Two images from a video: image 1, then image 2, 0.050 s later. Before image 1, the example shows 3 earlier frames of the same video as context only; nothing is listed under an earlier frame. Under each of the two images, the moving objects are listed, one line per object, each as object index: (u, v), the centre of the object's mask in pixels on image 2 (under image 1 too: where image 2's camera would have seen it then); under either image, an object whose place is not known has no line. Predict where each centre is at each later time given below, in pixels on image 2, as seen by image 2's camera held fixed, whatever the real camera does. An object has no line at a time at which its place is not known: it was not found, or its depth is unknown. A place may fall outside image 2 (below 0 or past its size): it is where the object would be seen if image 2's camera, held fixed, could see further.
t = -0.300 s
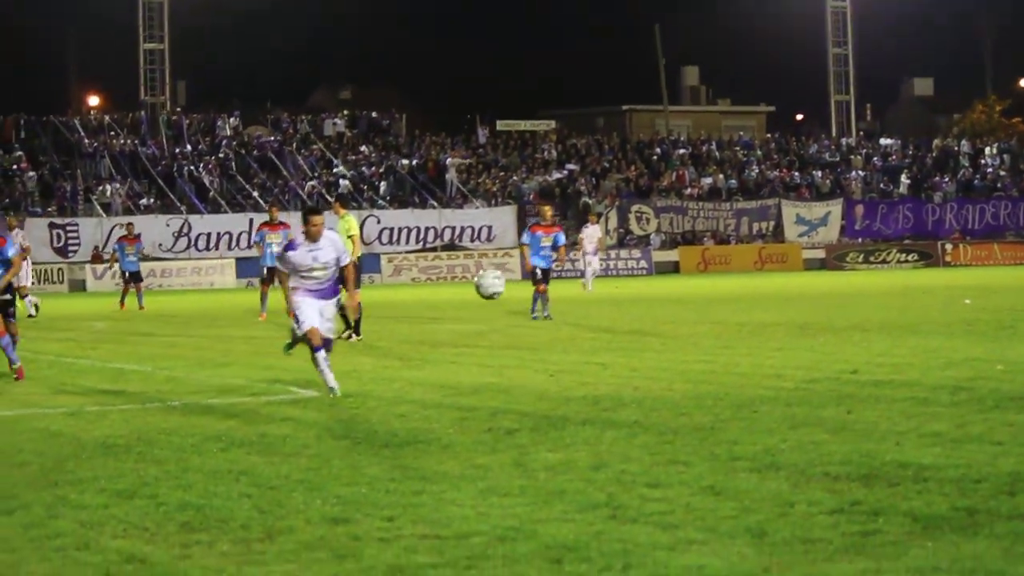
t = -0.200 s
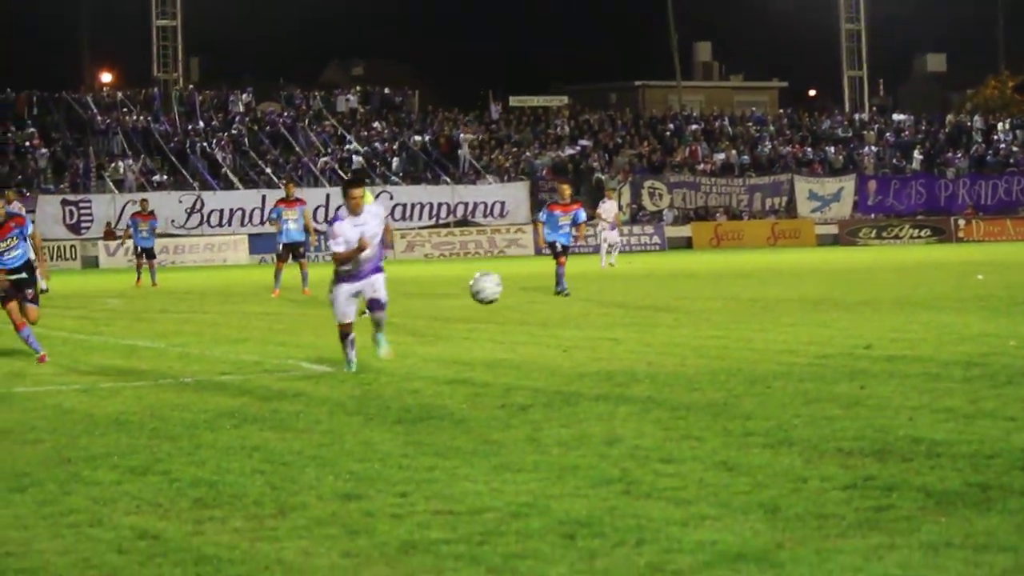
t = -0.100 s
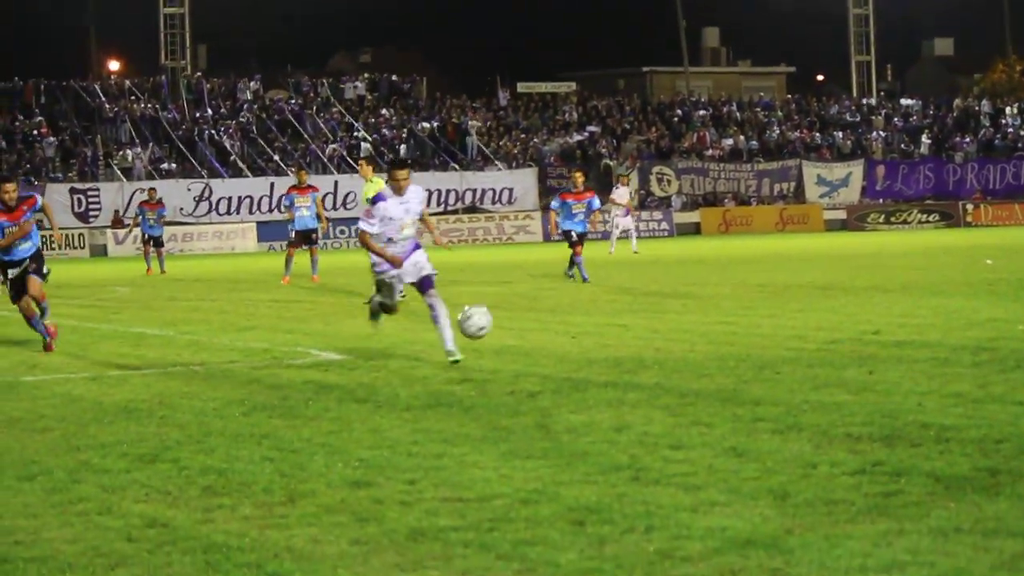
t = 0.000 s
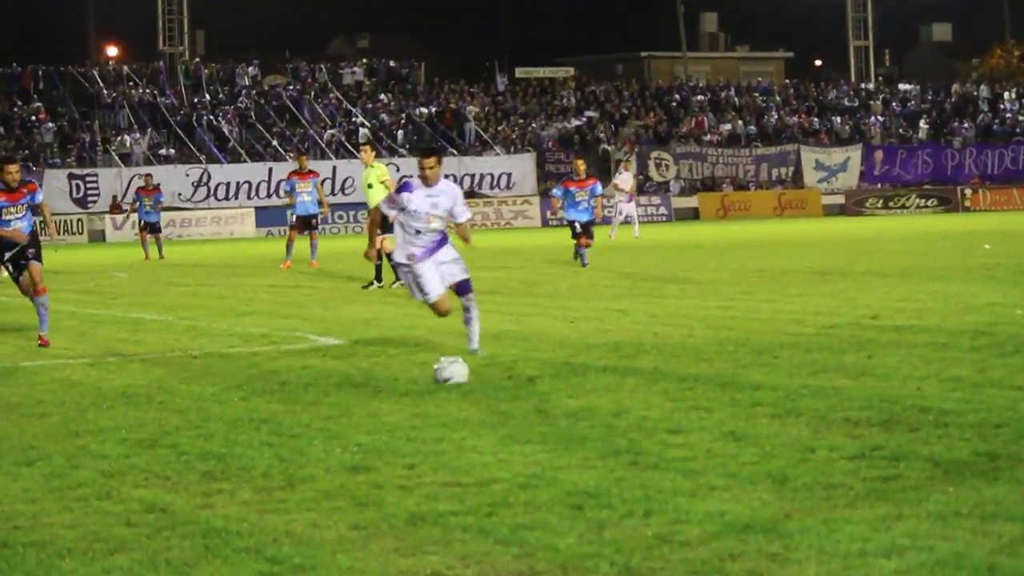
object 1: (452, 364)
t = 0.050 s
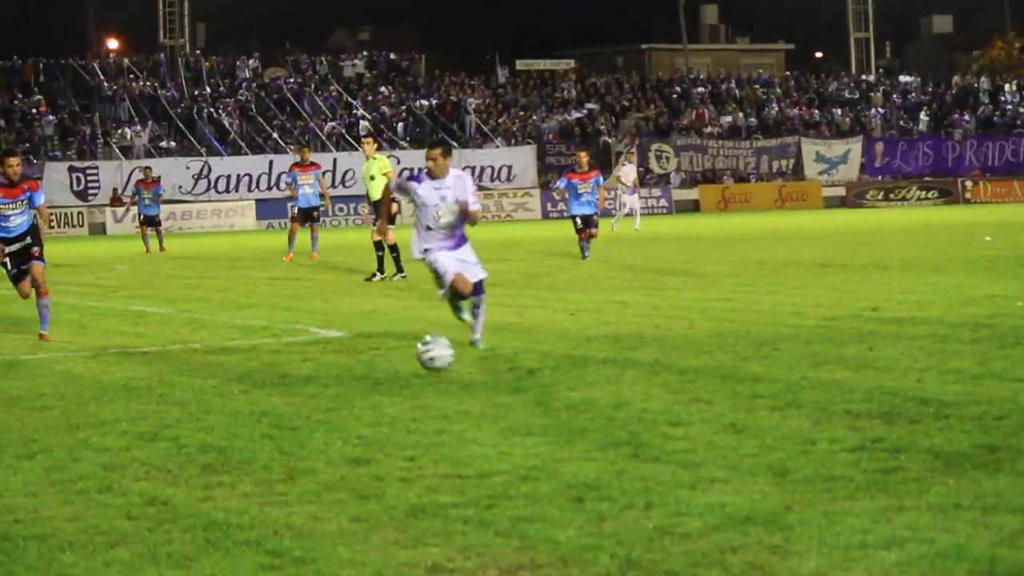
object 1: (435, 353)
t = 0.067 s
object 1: (429, 348)
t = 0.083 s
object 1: (424, 345)
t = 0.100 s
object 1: (418, 342)
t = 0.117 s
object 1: (412, 339)
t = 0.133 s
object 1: (406, 337)
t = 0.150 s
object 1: (401, 333)
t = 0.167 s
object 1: (395, 331)
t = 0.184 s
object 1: (389, 330)
